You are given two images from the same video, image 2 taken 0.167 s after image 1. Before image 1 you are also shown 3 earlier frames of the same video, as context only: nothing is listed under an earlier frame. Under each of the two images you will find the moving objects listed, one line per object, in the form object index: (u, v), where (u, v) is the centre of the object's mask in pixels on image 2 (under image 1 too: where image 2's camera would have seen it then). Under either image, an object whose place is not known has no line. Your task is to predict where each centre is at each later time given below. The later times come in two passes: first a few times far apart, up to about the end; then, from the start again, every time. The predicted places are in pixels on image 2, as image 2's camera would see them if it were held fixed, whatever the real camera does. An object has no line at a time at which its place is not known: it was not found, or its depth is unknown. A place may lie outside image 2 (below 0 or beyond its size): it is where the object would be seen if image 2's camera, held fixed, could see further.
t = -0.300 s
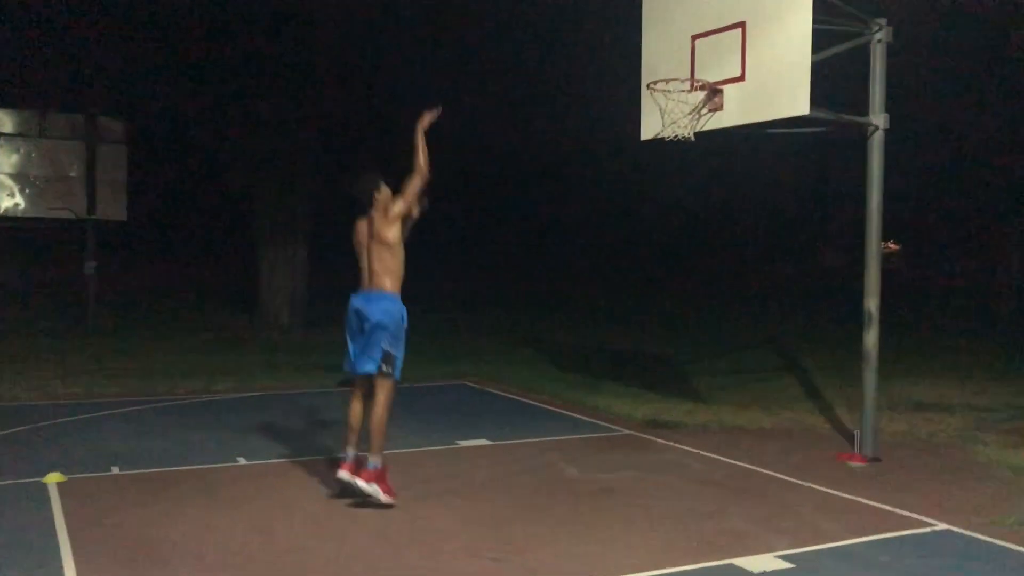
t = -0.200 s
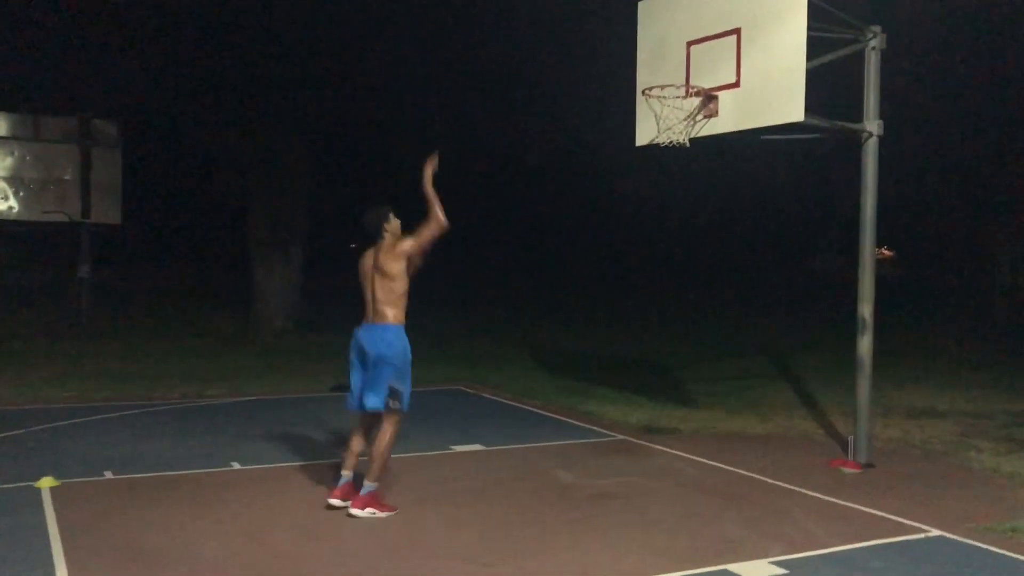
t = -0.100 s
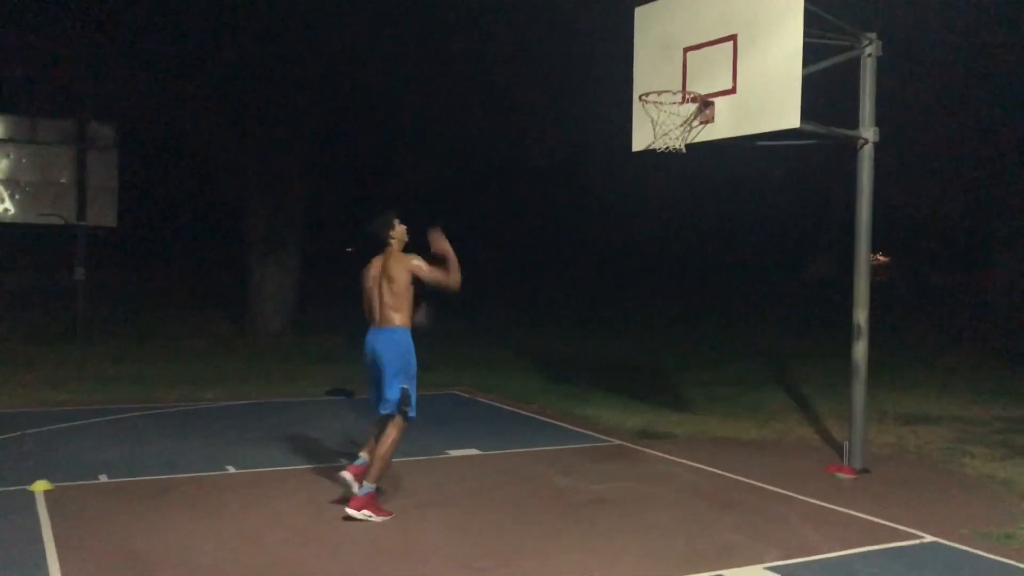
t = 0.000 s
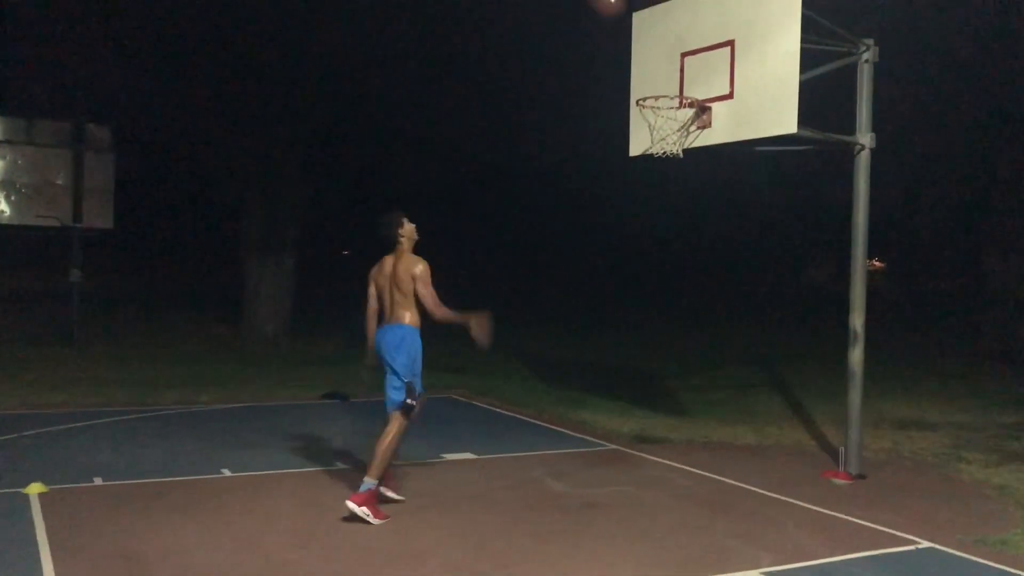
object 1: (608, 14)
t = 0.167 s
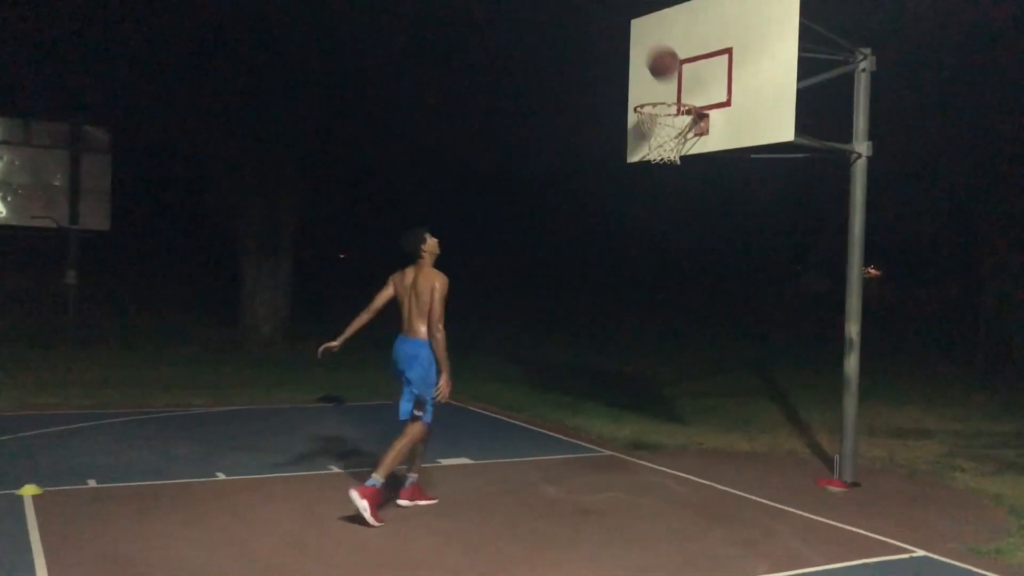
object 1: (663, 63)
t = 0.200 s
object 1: (674, 77)
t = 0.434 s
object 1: (635, 37)
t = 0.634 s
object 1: (578, 20)
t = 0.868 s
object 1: (507, 64)
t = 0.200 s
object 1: (674, 77)
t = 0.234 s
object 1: (686, 92)
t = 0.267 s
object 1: (685, 91)
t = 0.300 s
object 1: (674, 78)
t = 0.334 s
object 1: (664, 66)
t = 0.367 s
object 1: (655, 55)
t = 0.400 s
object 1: (645, 46)
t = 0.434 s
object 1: (635, 37)
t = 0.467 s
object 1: (625, 31)
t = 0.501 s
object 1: (617, 26)
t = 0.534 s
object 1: (607, 22)
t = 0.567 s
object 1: (597, 20)
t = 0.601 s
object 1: (587, 20)
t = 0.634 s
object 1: (578, 20)
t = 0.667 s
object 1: (568, 22)
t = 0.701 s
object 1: (557, 25)
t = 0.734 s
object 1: (548, 31)
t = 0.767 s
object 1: (537, 37)
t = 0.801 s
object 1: (527, 44)
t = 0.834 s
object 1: (517, 53)
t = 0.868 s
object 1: (507, 64)
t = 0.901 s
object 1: (497, 75)
